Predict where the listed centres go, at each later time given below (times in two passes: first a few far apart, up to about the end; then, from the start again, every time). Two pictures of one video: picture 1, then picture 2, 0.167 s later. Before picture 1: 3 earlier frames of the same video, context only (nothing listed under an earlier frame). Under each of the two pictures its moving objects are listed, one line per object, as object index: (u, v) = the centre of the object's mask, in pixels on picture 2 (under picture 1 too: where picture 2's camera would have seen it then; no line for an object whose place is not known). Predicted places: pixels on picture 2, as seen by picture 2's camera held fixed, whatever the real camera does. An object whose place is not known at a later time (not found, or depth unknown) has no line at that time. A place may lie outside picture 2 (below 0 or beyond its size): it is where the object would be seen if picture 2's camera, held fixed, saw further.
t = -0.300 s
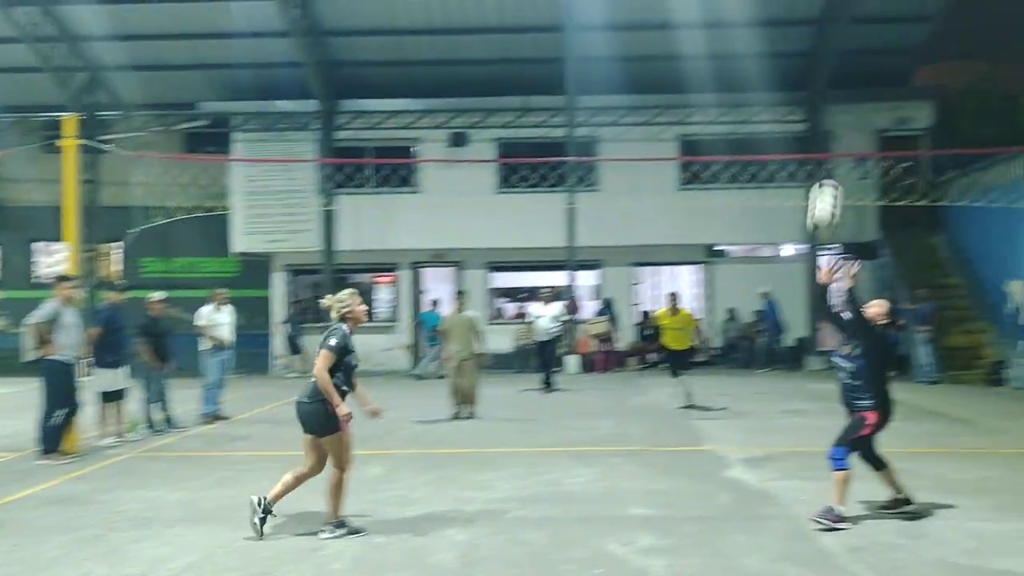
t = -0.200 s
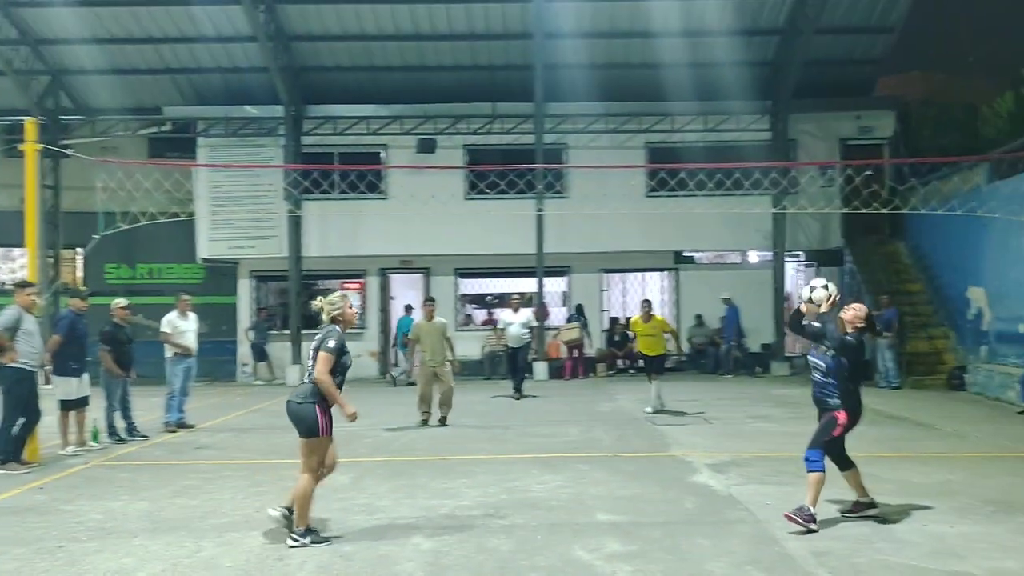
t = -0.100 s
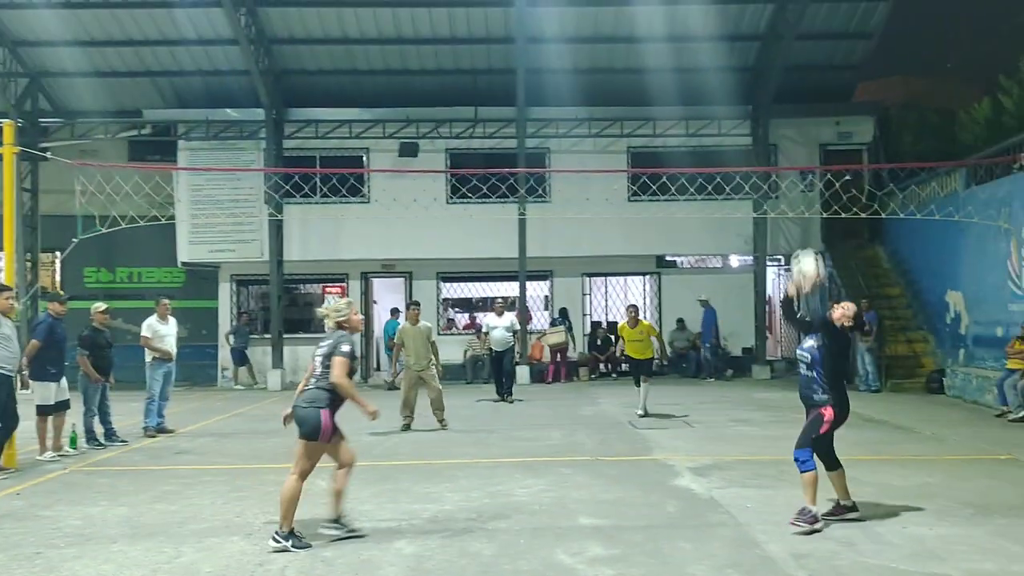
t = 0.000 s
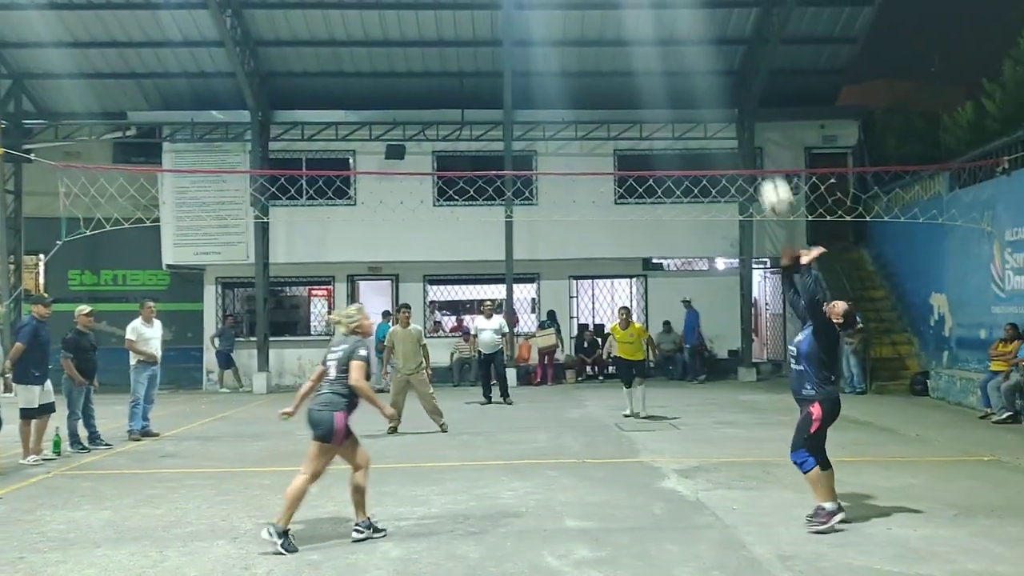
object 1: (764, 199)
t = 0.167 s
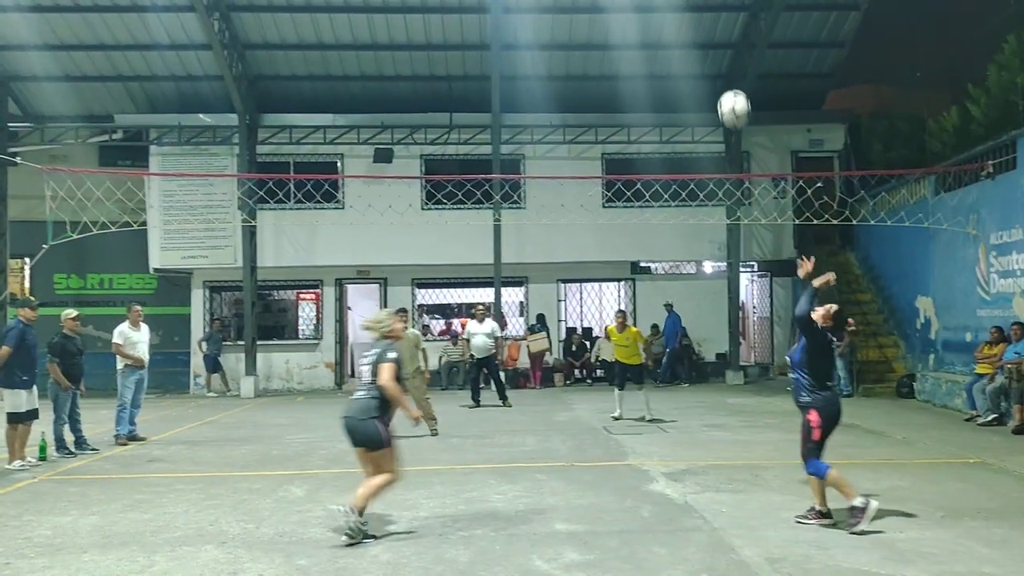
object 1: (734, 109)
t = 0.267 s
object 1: (717, 72)
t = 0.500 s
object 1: (681, 41)
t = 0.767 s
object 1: (643, 95)
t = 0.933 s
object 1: (621, 172)
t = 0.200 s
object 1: (728, 95)
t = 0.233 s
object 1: (722, 83)
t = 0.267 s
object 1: (717, 72)
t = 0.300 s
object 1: (712, 64)
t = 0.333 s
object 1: (706, 56)
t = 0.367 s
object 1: (701, 50)
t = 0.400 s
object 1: (696, 46)
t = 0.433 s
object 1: (691, 43)
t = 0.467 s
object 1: (686, 41)
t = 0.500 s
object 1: (681, 41)
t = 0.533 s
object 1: (676, 43)
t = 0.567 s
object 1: (671, 46)
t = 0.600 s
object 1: (666, 51)
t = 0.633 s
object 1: (662, 57)
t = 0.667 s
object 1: (656, 64)
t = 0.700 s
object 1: (652, 73)
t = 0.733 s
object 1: (648, 83)
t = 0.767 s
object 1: (643, 95)
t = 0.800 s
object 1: (639, 108)
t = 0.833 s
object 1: (634, 121)
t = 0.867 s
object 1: (630, 136)
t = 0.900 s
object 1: (626, 155)
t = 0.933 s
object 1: (621, 172)
